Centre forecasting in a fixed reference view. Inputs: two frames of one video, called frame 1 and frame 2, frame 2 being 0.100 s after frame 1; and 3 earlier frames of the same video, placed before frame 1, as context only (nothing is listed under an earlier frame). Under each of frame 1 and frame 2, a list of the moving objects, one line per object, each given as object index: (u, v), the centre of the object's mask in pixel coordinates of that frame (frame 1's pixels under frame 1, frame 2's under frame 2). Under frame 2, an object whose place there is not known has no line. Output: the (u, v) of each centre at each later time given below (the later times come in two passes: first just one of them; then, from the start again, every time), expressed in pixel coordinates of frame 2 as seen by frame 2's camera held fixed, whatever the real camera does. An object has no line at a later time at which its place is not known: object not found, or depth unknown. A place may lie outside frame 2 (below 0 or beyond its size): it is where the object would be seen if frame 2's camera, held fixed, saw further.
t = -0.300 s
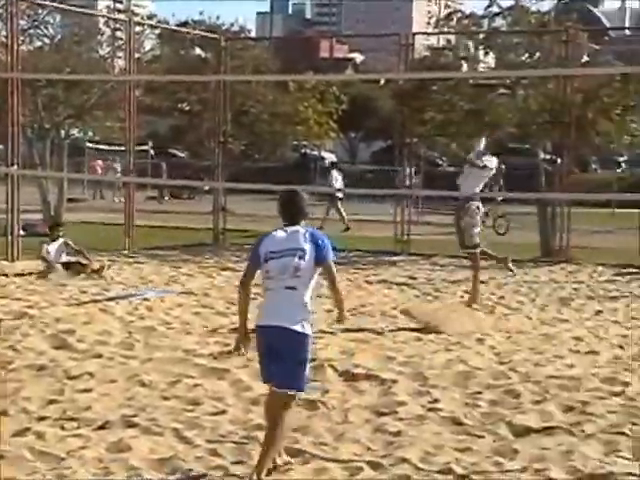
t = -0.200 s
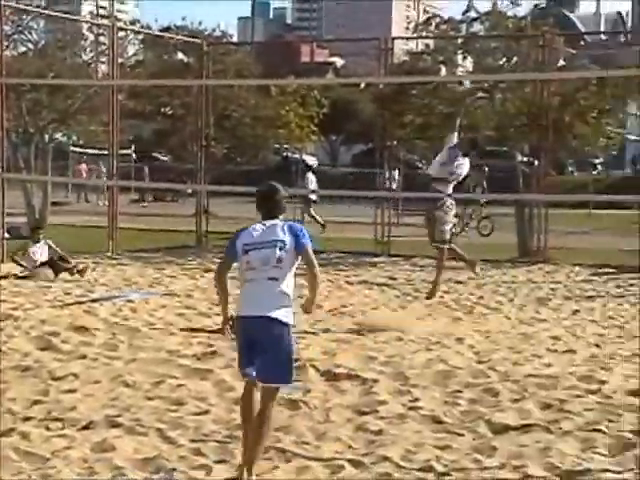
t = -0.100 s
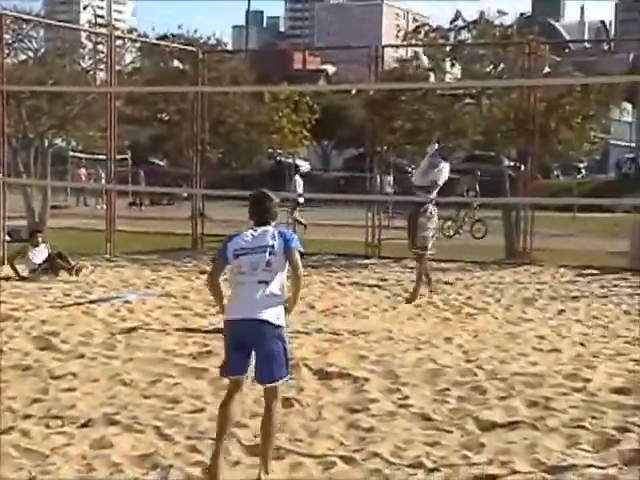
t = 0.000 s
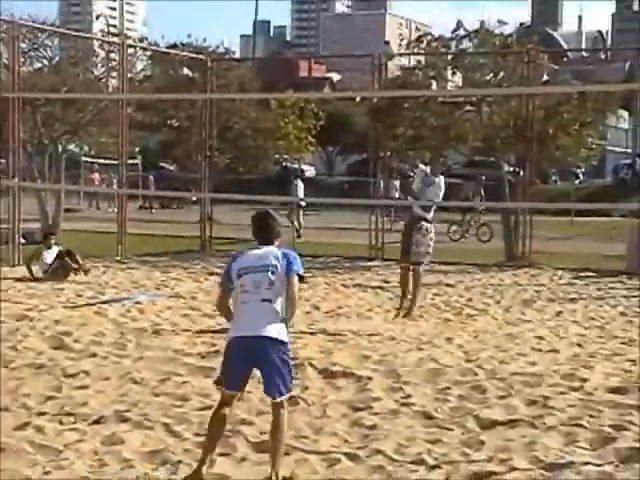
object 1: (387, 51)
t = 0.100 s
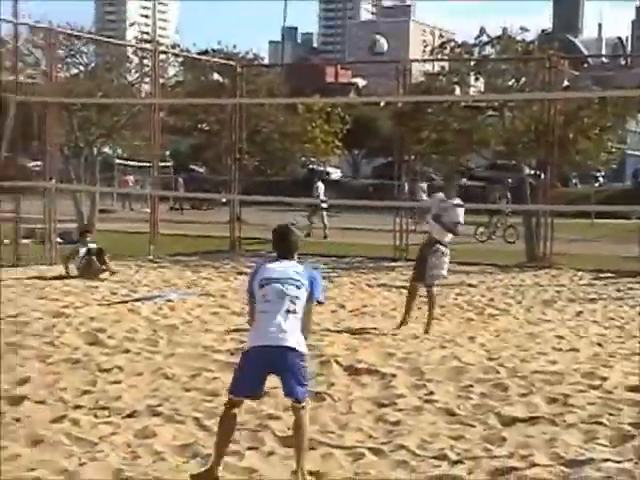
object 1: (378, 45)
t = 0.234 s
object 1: (330, 46)
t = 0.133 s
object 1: (367, 44)
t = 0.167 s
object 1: (354, 42)
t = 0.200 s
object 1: (344, 43)
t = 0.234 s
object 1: (330, 46)
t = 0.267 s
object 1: (318, 46)
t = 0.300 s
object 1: (305, 51)
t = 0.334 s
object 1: (292, 57)
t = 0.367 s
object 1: (276, 64)
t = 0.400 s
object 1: (263, 72)
